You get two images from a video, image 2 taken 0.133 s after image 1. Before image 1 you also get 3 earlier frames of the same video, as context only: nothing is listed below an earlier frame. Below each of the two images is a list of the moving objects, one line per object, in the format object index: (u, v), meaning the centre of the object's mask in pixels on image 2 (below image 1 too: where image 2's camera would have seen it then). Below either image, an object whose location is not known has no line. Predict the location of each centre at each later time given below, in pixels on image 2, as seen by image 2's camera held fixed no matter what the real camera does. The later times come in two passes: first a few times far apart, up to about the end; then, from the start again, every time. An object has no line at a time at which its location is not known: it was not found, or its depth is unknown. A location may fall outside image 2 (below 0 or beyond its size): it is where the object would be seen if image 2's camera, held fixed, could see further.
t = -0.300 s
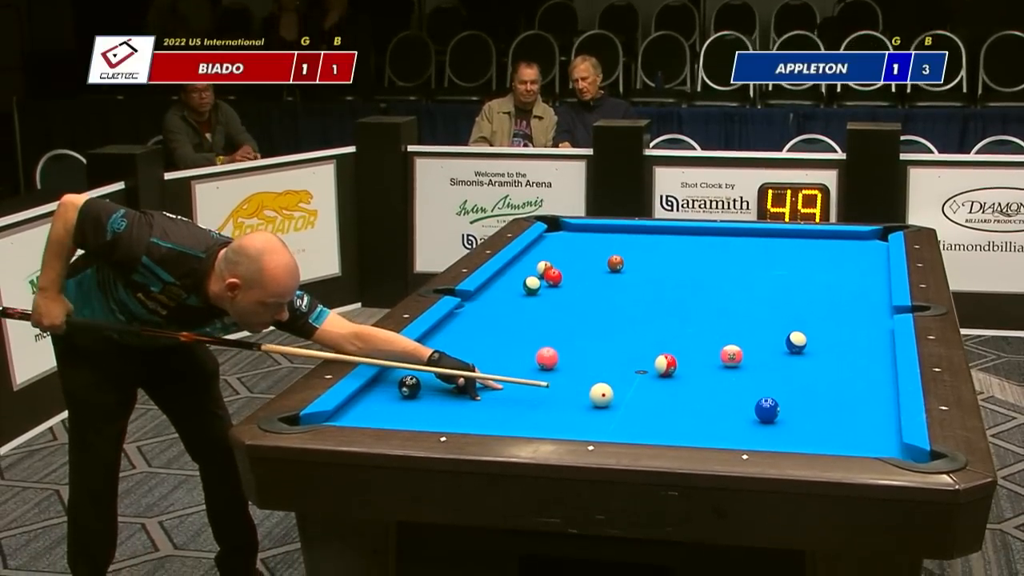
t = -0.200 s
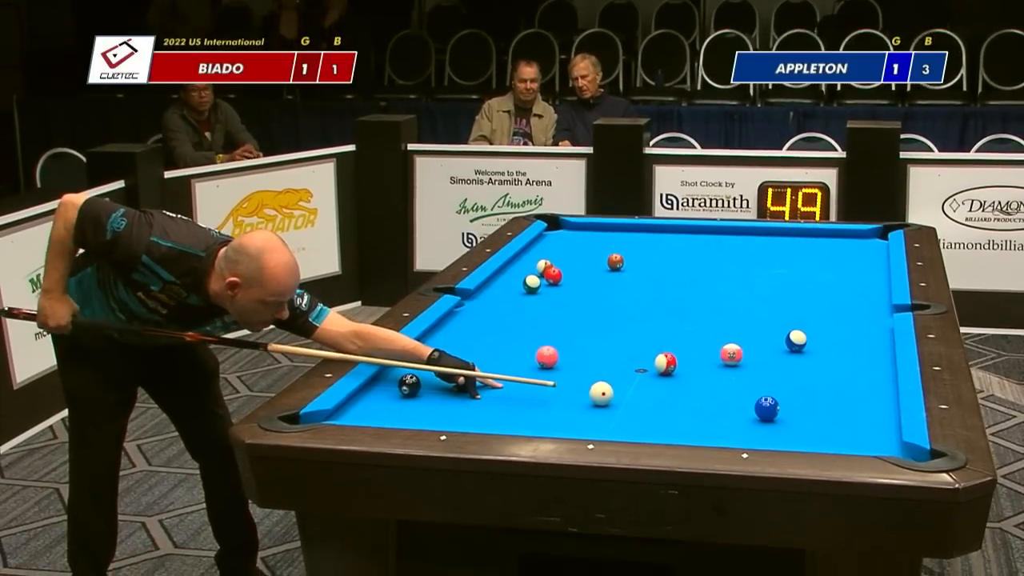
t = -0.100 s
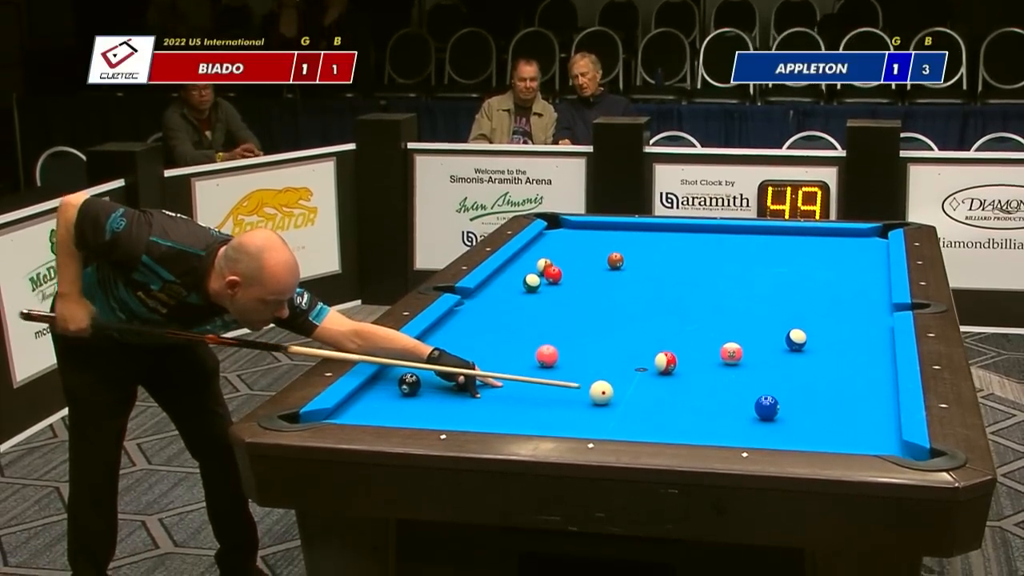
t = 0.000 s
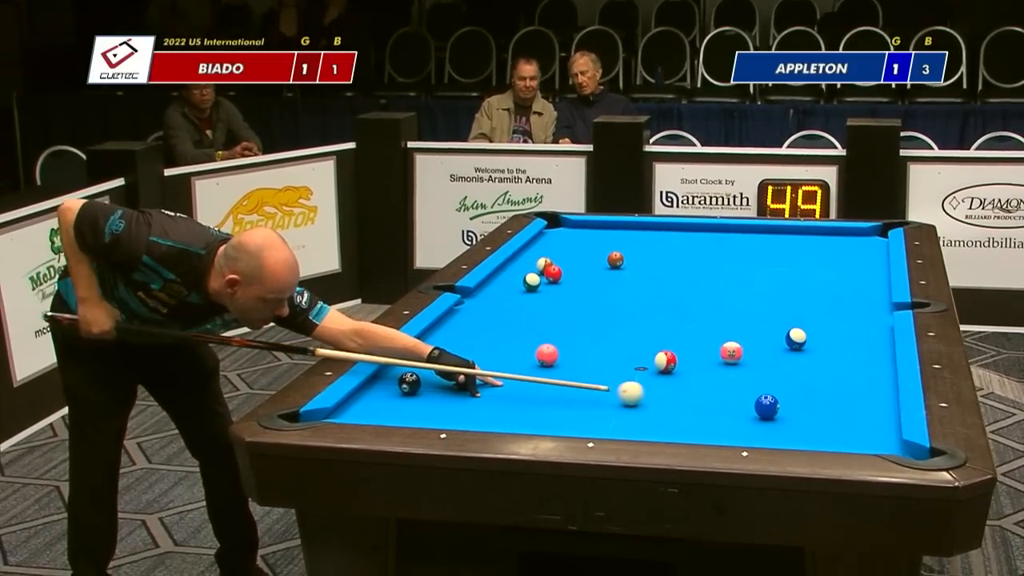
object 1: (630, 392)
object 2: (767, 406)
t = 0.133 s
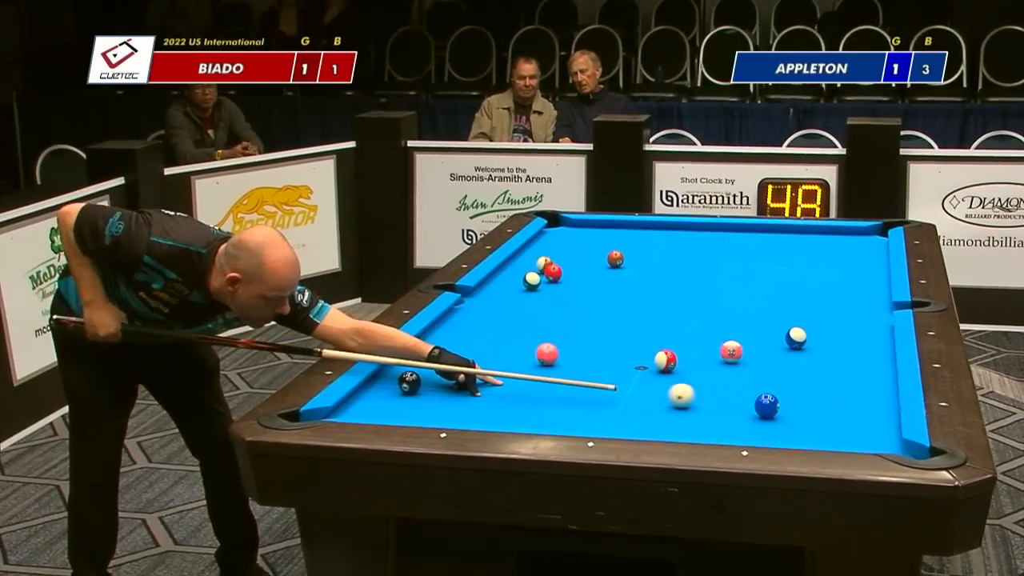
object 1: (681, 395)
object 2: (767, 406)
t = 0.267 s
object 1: (732, 398)
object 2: (767, 406)
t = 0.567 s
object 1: (806, 391)
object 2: (801, 418)
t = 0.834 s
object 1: (862, 384)
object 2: (833, 429)
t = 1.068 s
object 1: (873, 377)
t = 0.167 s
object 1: (694, 396)
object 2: (767, 406)
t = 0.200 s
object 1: (707, 396)
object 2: (767, 406)
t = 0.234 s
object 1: (719, 397)
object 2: (767, 406)
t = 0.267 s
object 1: (732, 398)
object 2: (767, 406)
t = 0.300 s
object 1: (744, 399)
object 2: (767, 406)
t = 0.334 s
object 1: (752, 398)
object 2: (770, 407)
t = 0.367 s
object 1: (760, 396)
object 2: (776, 409)
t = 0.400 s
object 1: (767, 395)
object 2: (780, 410)
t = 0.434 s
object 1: (775, 393)
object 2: (784, 412)
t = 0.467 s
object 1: (783, 392)
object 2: (788, 413)
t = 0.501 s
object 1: (791, 392)
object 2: (792, 415)
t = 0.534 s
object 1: (799, 392)
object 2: (797, 416)
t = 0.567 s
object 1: (806, 391)
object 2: (801, 418)
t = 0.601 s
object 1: (813, 391)
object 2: (805, 419)
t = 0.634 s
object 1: (820, 390)
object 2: (809, 421)
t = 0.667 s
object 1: (827, 389)
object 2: (813, 422)
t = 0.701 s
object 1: (834, 388)
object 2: (817, 423)
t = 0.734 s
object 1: (841, 387)
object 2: (821, 424)
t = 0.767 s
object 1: (848, 386)
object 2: (825, 426)
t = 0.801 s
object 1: (855, 385)
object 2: (829, 427)
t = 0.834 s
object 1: (862, 384)
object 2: (833, 429)
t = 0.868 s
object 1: (869, 383)
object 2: (837, 430)
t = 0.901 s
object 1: (876, 383)
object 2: (842, 431)
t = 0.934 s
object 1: (882, 382)
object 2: (846, 432)
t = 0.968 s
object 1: (885, 381)
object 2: (850, 433)
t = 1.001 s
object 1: (881, 380)
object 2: (854, 434)
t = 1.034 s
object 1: (876, 378)
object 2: (858, 435)
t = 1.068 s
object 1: (873, 377)
